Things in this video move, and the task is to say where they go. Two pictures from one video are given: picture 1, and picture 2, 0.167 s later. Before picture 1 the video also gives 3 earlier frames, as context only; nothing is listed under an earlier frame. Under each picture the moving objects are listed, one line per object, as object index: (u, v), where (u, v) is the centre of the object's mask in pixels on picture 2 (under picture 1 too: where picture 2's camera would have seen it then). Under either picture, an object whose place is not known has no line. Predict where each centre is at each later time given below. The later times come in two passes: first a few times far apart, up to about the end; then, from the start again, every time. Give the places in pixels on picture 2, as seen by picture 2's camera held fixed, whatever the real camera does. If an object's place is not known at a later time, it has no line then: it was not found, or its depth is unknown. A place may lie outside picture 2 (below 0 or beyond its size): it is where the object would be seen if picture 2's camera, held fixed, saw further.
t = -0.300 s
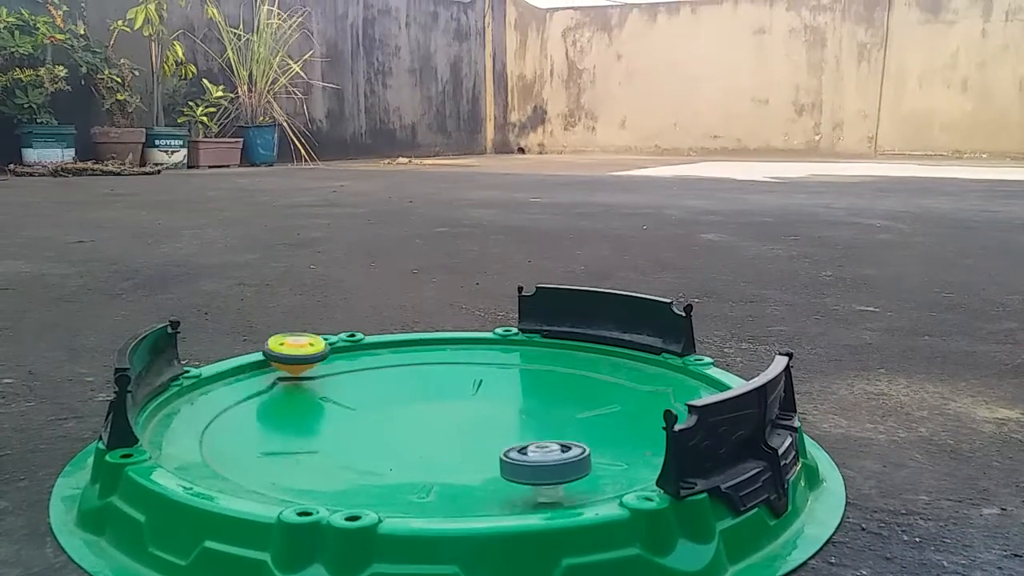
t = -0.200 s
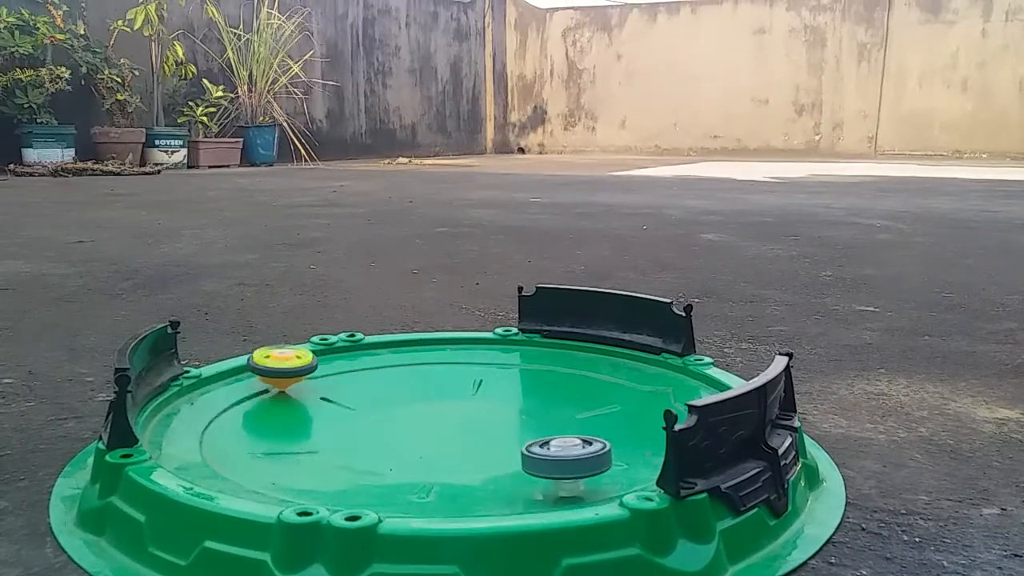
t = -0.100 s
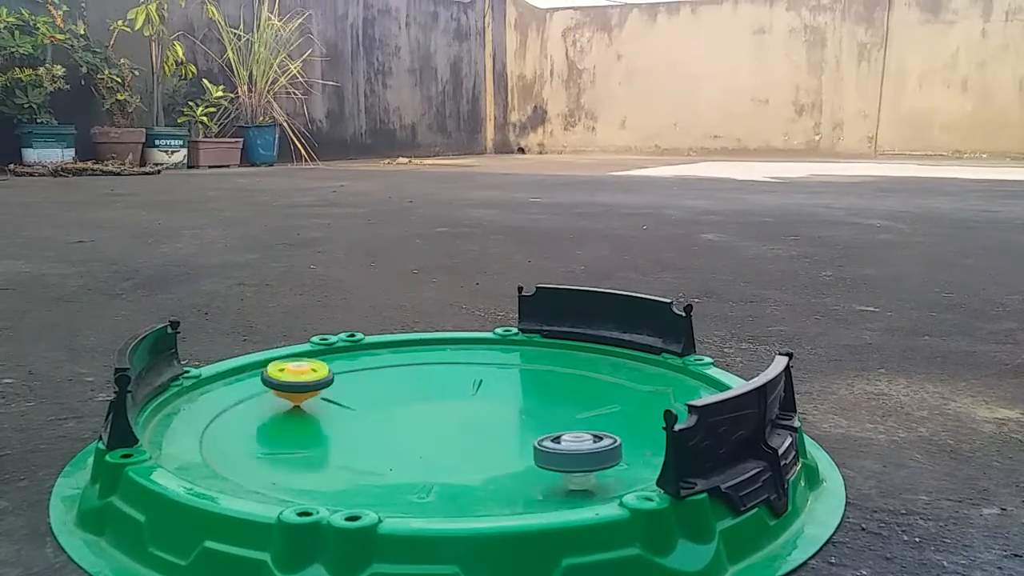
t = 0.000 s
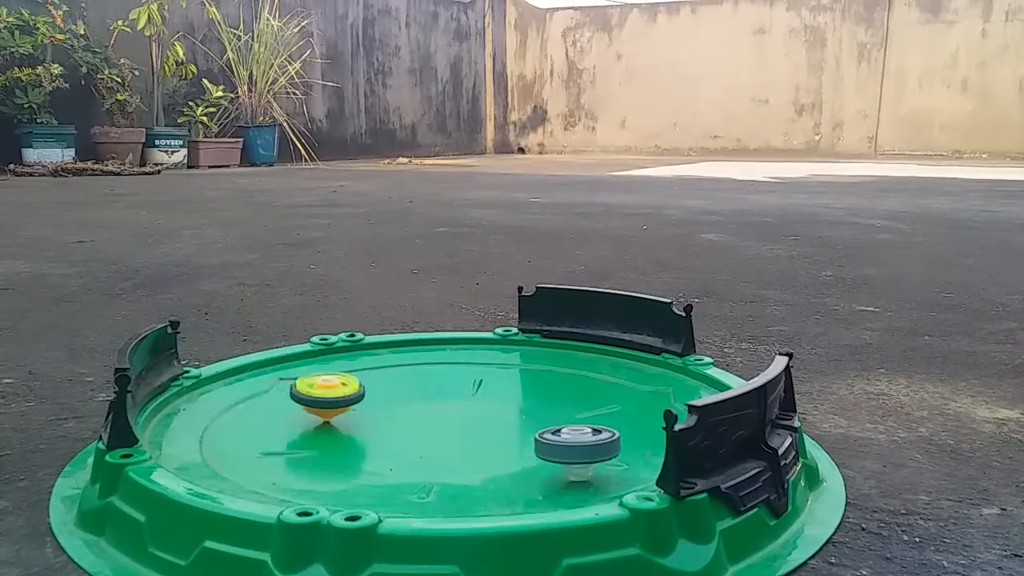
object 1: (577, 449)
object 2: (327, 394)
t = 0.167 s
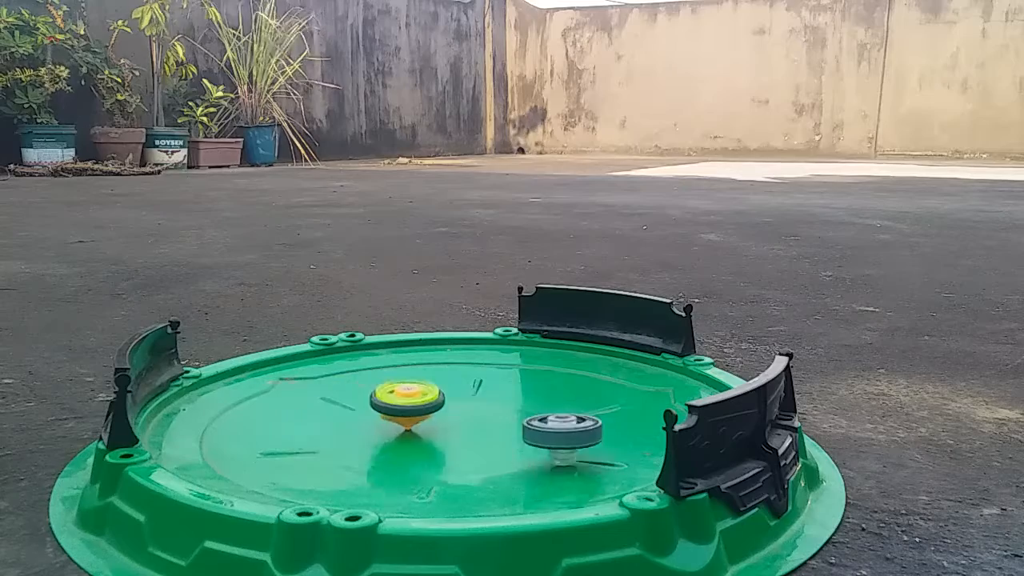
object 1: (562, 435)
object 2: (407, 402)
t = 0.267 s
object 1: (547, 427)
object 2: (456, 399)
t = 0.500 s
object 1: (497, 413)
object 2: (556, 388)
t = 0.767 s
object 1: (445, 402)
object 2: (582, 358)
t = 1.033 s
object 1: (404, 390)
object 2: (538, 349)
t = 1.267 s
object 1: (357, 379)
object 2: (485, 363)
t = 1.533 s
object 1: (350, 378)
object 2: (501, 398)
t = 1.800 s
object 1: (354, 381)
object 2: (566, 422)
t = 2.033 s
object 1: (369, 386)
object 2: (620, 418)
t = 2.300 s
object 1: (396, 382)
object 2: (625, 403)
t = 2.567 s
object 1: (440, 377)
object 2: (547, 400)
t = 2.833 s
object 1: (468, 375)
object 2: (459, 418)
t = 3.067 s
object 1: (498, 376)
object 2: (389, 438)
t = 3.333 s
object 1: (497, 378)
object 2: (416, 459)
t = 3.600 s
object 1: (539, 388)
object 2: (430, 448)
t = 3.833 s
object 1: (565, 394)
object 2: (402, 437)
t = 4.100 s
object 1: (560, 395)
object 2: (364, 418)
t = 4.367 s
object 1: (572, 404)
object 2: (335, 399)
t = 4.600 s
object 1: (564, 413)
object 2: (351, 398)
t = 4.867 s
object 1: (560, 421)
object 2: (333, 400)
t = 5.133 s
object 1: (538, 432)
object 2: (389, 393)
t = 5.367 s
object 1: (520, 435)
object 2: (427, 374)
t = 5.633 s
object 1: (500, 436)
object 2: (398, 368)
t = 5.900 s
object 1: (474, 428)
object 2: (389, 382)
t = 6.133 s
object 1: (452, 420)
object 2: (442, 383)
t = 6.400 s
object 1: (433, 412)
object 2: (519, 390)
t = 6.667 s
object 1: (415, 403)
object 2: (570, 386)
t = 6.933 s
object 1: (404, 393)
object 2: (558, 380)
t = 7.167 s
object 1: (396, 382)
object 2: (524, 387)
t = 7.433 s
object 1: (368, 382)
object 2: (525, 401)
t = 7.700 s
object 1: (376, 390)
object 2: (521, 418)
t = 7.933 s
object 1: (416, 382)
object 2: (523, 431)
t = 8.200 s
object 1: (459, 377)
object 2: (546, 436)
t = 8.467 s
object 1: (473, 378)
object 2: (540, 425)
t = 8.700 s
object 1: (485, 377)
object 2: (496, 420)
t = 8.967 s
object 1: (502, 381)
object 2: (442, 413)
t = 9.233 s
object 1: (524, 384)
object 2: (389, 405)
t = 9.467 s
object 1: (537, 388)
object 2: (351, 398)
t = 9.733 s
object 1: (555, 398)
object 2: (328, 405)
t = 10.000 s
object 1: (550, 405)
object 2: (354, 406)
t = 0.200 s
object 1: (559, 433)
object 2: (423, 401)
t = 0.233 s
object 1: (553, 430)
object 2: (440, 400)
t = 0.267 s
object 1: (547, 427)
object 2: (456, 399)
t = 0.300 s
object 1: (541, 425)
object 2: (471, 398)
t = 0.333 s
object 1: (533, 423)
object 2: (484, 395)
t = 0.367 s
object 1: (526, 420)
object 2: (498, 390)
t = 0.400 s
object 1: (518, 418)
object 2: (513, 387)
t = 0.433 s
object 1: (512, 417)
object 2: (529, 386)
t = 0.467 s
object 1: (505, 416)
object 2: (544, 388)
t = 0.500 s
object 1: (497, 413)
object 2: (556, 388)
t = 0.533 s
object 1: (490, 412)
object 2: (566, 384)
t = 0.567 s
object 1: (482, 410)
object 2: (573, 381)
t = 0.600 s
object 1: (476, 409)
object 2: (579, 376)
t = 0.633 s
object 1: (468, 407)
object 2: (582, 372)
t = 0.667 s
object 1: (462, 406)
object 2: (585, 368)
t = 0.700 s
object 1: (457, 404)
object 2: (585, 364)
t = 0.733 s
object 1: (450, 403)
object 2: (585, 361)
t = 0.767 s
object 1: (445, 402)
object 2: (582, 358)
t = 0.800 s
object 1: (439, 400)
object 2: (578, 356)
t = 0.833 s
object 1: (434, 399)
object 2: (573, 354)
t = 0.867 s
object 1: (429, 398)
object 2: (568, 352)
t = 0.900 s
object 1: (424, 396)
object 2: (564, 350)
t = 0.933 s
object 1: (420, 395)
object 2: (558, 350)
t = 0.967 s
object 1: (414, 393)
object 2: (552, 350)
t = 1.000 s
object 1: (409, 392)
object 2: (545, 349)
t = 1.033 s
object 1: (404, 390)
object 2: (538, 349)
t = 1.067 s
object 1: (398, 389)
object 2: (532, 350)
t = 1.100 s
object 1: (393, 387)
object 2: (524, 351)
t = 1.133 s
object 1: (387, 385)
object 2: (518, 352)
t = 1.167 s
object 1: (381, 383)
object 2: (510, 354)
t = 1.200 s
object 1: (374, 382)
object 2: (502, 356)
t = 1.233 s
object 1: (365, 380)
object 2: (494, 359)
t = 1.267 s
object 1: (357, 379)
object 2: (485, 363)
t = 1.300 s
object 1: (349, 378)
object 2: (478, 366)
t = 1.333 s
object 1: (343, 376)
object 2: (477, 373)
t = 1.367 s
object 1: (344, 377)
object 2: (476, 378)
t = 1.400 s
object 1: (347, 377)
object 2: (477, 383)
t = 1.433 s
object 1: (350, 377)
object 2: (482, 387)
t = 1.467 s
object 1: (351, 377)
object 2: (488, 391)
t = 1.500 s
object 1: (350, 378)
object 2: (494, 395)
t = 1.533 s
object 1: (350, 378)
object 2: (501, 398)
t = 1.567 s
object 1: (348, 378)
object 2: (507, 401)
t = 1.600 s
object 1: (346, 378)
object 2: (515, 405)
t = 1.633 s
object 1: (349, 379)
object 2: (523, 408)
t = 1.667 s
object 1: (350, 379)
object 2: (531, 411)
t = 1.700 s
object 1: (352, 379)
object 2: (540, 414)
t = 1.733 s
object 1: (352, 380)
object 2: (549, 417)
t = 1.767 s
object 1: (351, 380)
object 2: (558, 420)
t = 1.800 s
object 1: (354, 381)
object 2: (566, 422)
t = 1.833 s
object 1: (356, 382)
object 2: (576, 423)
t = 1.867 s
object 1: (359, 383)
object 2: (583, 423)
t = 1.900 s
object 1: (362, 384)
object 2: (591, 422)
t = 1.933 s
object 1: (364, 384)
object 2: (598, 422)
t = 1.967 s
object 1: (367, 384)
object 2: (606, 421)
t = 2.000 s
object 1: (369, 386)
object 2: (613, 420)
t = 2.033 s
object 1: (369, 386)
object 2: (620, 418)
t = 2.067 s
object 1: (371, 386)
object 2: (624, 416)
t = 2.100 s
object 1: (373, 386)
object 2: (627, 415)
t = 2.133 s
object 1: (375, 385)
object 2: (629, 413)
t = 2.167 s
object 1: (379, 384)
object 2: (630, 411)
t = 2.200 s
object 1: (383, 384)
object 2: (631, 409)
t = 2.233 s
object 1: (386, 383)
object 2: (630, 407)
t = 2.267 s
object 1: (392, 383)
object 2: (628, 405)
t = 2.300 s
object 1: (396, 382)
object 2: (625, 403)
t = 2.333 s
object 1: (401, 381)
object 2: (619, 402)
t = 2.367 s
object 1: (407, 381)
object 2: (612, 401)
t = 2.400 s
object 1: (412, 380)
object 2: (603, 400)
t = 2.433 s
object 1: (418, 379)
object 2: (595, 399)
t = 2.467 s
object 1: (424, 379)
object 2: (585, 399)
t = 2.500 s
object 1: (429, 378)
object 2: (573, 399)
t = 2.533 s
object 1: (434, 377)
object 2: (560, 399)
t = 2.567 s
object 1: (440, 377)
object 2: (547, 400)
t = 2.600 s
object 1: (443, 377)
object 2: (536, 402)
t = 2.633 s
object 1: (446, 377)
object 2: (524, 404)
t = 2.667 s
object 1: (450, 377)
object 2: (512, 406)
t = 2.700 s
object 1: (453, 376)
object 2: (501, 408)
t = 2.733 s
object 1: (456, 375)
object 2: (490, 411)
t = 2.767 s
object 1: (460, 374)
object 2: (479, 413)
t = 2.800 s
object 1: (464, 374)
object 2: (469, 415)
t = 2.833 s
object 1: (468, 375)
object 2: (459, 418)
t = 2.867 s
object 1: (474, 376)
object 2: (449, 420)
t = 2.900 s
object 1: (478, 377)
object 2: (438, 423)
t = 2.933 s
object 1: (482, 377)
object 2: (429, 426)
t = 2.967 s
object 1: (487, 377)
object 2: (419, 429)
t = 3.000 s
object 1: (492, 376)
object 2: (408, 432)
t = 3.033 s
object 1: (495, 376)
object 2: (398, 435)
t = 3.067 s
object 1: (498, 376)
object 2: (389, 438)
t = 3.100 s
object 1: (498, 376)
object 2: (381, 440)
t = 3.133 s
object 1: (496, 376)
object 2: (379, 444)
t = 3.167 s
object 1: (495, 376)
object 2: (381, 447)
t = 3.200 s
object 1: (494, 376)
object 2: (385, 451)
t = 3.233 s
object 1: (492, 377)
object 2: (391, 455)
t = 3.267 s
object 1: (492, 377)
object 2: (397, 458)
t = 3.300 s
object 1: (495, 377)
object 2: (407, 460)
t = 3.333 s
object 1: (497, 378)
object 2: (416, 459)
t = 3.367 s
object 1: (500, 379)
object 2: (415, 459)
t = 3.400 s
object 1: (504, 381)
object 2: (413, 458)
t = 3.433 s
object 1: (508, 383)
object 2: (415, 457)
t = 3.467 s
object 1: (512, 383)
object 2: (420, 457)
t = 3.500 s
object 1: (519, 384)
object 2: (422, 455)
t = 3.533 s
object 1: (525, 386)
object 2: (422, 451)
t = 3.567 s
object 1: (531, 387)
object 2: (425, 449)
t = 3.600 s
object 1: (539, 388)
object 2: (430, 448)
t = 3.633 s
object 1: (546, 390)
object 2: (433, 447)
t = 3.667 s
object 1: (552, 391)
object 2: (432, 445)
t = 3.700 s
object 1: (559, 391)
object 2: (428, 444)
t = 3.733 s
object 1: (565, 392)
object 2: (422, 442)
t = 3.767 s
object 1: (566, 393)
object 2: (416, 440)
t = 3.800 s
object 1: (566, 394)
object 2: (408, 439)
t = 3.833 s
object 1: (565, 394)
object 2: (402, 437)
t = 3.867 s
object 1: (564, 394)
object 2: (395, 435)
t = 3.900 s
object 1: (564, 393)
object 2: (390, 433)
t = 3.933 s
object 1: (564, 393)
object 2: (385, 430)
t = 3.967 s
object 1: (563, 393)
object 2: (380, 428)
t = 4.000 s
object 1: (561, 393)
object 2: (376, 426)
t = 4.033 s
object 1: (559, 393)
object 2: (372, 423)
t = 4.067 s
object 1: (559, 393)
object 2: (368, 421)
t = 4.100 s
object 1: (560, 395)
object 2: (364, 418)
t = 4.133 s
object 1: (561, 395)
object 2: (360, 415)
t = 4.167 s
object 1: (564, 397)
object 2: (355, 413)
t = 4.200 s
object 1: (566, 398)
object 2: (351, 410)
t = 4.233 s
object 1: (567, 400)
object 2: (346, 407)
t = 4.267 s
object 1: (569, 401)
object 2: (341, 405)
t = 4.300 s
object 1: (571, 402)
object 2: (337, 403)
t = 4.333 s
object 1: (571, 403)
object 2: (335, 400)
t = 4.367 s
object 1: (572, 404)
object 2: (335, 399)
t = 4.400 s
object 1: (574, 405)
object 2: (337, 398)
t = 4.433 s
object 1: (575, 407)
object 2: (339, 398)
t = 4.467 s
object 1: (575, 408)
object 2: (343, 399)
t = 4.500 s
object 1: (574, 409)
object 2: (346, 399)
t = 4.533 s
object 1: (572, 410)
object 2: (349, 399)
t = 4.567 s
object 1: (569, 412)
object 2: (350, 399)
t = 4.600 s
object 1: (564, 413)
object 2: (351, 398)
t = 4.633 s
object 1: (562, 413)
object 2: (350, 397)
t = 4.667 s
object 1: (562, 413)
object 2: (347, 396)
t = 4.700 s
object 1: (562, 415)
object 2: (344, 394)
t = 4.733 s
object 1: (561, 416)
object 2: (340, 394)
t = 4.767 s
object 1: (562, 417)
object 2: (336, 394)
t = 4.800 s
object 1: (562, 418)
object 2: (333, 396)
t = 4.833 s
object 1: (561, 420)
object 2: (332, 398)
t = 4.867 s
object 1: (560, 421)
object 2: (333, 400)
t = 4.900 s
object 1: (559, 422)
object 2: (338, 402)
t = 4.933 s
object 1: (558, 424)
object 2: (345, 403)
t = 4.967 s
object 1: (555, 425)
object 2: (352, 403)
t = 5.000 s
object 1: (552, 427)
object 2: (360, 402)
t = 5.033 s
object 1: (549, 428)
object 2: (366, 400)
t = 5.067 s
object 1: (546, 430)
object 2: (374, 398)
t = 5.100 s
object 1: (541, 431)
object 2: (382, 395)
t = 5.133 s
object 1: (538, 432)
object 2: (389, 393)
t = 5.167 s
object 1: (535, 432)
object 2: (397, 390)
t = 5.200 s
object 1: (533, 433)
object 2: (403, 387)
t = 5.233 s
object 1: (528, 433)
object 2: (409, 384)
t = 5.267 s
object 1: (525, 434)
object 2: (416, 382)
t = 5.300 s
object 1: (523, 434)
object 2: (422, 379)
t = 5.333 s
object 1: (522, 435)
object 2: (426, 376)
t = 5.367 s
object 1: (520, 435)
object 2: (427, 374)
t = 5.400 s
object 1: (518, 436)
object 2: (424, 372)
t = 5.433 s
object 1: (517, 436)
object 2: (421, 371)
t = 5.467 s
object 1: (516, 436)
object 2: (418, 370)
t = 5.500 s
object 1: (514, 437)
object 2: (413, 369)
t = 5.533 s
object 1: (510, 437)
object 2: (409, 368)
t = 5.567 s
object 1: (506, 437)
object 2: (406, 368)
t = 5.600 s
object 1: (504, 436)
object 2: (402, 367)
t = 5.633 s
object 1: (500, 436)
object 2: (398, 368)
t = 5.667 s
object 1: (496, 435)
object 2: (395, 368)
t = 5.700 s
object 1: (492, 434)
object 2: (392, 369)
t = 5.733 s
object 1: (490, 433)
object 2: (390, 371)
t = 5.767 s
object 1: (487, 432)
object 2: (388, 373)
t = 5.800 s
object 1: (483, 431)
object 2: (387, 375)
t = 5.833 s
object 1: (480, 430)
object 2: (386, 377)
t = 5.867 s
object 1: (477, 429)
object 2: (388, 379)
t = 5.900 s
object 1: (474, 428)
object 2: (389, 382)
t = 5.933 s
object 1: (471, 427)
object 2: (392, 383)
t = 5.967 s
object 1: (467, 426)
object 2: (397, 384)
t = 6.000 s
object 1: (464, 424)
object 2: (405, 384)
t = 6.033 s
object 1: (461, 423)
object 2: (413, 384)
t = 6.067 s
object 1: (459, 422)
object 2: (422, 384)
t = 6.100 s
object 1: (455, 422)
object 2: (432, 383)
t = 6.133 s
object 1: (452, 420)
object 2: (442, 383)
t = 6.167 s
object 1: (449, 419)
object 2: (452, 384)
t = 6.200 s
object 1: (448, 418)
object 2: (462, 384)
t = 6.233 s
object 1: (445, 417)
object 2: (473, 385)
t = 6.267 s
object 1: (443, 416)
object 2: (483, 387)
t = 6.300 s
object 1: (439, 415)
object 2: (491, 390)
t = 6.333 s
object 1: (437, 414)
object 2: (499, 391)
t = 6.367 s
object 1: (435, 413)
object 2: (509, 391)
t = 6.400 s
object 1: (433, 412)
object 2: (519, 390)
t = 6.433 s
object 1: (430, 411)
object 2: (529, 391)
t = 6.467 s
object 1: (427, 410)
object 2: (538, 391)
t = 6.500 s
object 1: (425, 409)
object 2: (547, 391)
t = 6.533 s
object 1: (423, 407)
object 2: (557, 391)
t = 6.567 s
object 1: (422, 406)
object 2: (563, 390)
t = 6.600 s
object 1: (420, 405)
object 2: (567, 389)
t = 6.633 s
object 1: (417, 404)
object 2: (569, 387)
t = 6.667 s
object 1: (415, 403)
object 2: (570, 386)
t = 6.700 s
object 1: (414, 401)
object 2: (571, 385)
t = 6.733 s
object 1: (412, 400)
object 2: (571, 383)
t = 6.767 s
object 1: (411, 399)
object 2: (571, 382)
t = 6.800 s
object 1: (409, 398)
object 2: (570, 381)
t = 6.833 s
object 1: (407, 397)
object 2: (568, 381)
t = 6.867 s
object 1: (406, 395)
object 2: (565, 380)
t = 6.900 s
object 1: (405, 394)
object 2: (562, 380)
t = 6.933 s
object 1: (404, 393)
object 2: (558, 380)
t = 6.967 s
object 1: (402, 392)
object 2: (553, 380)
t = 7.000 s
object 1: (400, 390)
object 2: (547, 380)
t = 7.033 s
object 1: (398, 389)
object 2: (541, 381)
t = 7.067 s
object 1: (398, 387)
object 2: (534, 382)
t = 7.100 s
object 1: (397, 386)
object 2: (528, 383)
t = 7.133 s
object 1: (396, 384)
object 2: (524, 385)
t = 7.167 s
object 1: (396, 382)
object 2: (524, 387)
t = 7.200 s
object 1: (396, 380)
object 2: (525, 388)
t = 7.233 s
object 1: (395, 380)
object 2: (526, 390)
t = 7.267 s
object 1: (392, 380)
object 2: (527, 392)
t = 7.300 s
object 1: (388, 380)
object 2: (527, 393)
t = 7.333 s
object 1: (383, 380)
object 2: (527, 395)
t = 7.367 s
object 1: (378, 380)
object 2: (526, 397)
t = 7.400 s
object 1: (373, 381)
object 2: (525, 399)
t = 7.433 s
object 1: (368, 382)
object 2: (525, 401)
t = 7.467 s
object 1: (364, 382)
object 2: (524, 403)
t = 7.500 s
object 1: (360, 383)
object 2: (524, 405)
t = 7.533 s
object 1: (359, 384)
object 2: (524, 408)
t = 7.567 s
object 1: (361, 387)
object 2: (524, 410)
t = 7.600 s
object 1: (364, 389)
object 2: (523, 412)
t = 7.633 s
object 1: (368, 390)
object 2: (522, 414)
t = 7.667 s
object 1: (371, 390)
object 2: (522, 416)
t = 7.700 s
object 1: (376, 390)
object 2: (521, 418)
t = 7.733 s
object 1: (381, 389)
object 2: (521, 420)
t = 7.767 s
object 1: (386, 388)
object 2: (520, 422)
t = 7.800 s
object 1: (391, 387)
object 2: (520, 424)
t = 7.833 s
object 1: (397, 386)
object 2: (521, 426)
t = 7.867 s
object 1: (403, 384)
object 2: (522, 428)
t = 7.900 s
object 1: (410, 383)
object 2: (522, 430)
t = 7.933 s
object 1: (416, 382)
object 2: (523, 431)
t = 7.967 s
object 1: (422, 382)
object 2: (523, 432)
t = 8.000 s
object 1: (428, 381)
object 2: (523, 434)
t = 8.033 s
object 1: (434, 380)
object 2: (523, 436)
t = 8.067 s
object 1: (441, 379)
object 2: (526, 438)
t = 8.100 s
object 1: (447, 378)
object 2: (531, 438)
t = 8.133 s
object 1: (453, 377)
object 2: (537, 437)
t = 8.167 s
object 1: (457, 376)
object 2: (541, 437)
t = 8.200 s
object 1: (459, 377)
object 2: (546, 436)
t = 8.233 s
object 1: (459, 377)
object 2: (550, 434)
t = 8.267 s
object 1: (460, 377)
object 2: (553, 432)
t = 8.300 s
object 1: (460, 377)
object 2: (555, 430)
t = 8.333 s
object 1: (462, 377)
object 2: (556, 428)
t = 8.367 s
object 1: (464, 377)
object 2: (555, 426)
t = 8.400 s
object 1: (466, 378)
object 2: (552, 426)
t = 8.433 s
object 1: (470, 378)
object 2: (547, 425)
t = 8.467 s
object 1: (473, 378)
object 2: (540, 425)
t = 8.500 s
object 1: (475, 378)
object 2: (534, 425)
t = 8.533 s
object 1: (476, 378)
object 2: (528, 424)
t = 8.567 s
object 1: (478, 378)
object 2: (522, 423)
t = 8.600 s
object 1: (480, 378)
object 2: (516, 423)
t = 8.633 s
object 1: (482, 378)
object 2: (509, 422)
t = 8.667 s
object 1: (483, 377)
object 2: (503, 421)
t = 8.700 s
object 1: (485, 377)
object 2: (496, 420)
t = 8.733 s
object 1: (486, 378)
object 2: (490, 419)
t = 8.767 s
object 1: (487, 377)
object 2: (484, 418)
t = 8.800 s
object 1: (489, 377)
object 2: (477, 417)
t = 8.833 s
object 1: (491, 377)
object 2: (471, 416)
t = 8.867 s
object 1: (493, 378)
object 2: (464, 415)
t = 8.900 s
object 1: (496, 379)
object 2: (457, 414)
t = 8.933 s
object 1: (499, 380)
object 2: (450, 413)
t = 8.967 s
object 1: (502, 381)
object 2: (442, 413)
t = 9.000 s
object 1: (504, 381)
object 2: (435, 412)
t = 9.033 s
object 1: (507, 381)
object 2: (428, 411)
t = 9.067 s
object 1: (509, 382)
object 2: (422, 410)
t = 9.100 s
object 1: (512, 382)
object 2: (415, 409)
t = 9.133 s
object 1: (515, 383)
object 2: (409, 408)
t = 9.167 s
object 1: (518, 383)
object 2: (402, 407)
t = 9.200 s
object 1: (521, 383)
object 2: (396, 406)
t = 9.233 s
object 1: (524, 384)
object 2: (389, 405)
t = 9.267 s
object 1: (527, 385)
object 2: (383, 404)
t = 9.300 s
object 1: (529, 385)
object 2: (376, 403)
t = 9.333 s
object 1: (532, 386)
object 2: (370, 402)
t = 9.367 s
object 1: (534, 387)
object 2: (364, 401)
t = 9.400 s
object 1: (535, 387)
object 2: (359, 400)
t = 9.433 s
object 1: (536, 388)
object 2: (355, 399)
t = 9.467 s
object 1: (537, 388)
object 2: (351, 398)
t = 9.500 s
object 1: (539, 389)
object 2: (345, 397)
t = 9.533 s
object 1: (542, 389)
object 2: (340, 397)
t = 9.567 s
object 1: (547, 389)
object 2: (335, 398)
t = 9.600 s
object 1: (551, 390)
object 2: (332, 400)
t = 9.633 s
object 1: (553, 392)
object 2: (330, 401)
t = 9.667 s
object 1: (554, 395)
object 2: (329, 402)
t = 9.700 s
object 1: (555, 396)
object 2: (329, 404)
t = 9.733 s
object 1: (555, 398)
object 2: (328, 405)
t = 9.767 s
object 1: (555, 399)
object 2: (329, 407)
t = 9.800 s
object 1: (555, 400)
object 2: (331, 409)
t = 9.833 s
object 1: (556, 401)
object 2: (335, 410)
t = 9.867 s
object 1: (556, 402)
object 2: (339, 410)
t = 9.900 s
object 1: (556, 403)
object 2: (343, 410)
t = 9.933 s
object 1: (554, 404)
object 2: (346, 409)
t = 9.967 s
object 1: (552, 405)
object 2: (349, 408)
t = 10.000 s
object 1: (550, 405)
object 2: (354, 406)
